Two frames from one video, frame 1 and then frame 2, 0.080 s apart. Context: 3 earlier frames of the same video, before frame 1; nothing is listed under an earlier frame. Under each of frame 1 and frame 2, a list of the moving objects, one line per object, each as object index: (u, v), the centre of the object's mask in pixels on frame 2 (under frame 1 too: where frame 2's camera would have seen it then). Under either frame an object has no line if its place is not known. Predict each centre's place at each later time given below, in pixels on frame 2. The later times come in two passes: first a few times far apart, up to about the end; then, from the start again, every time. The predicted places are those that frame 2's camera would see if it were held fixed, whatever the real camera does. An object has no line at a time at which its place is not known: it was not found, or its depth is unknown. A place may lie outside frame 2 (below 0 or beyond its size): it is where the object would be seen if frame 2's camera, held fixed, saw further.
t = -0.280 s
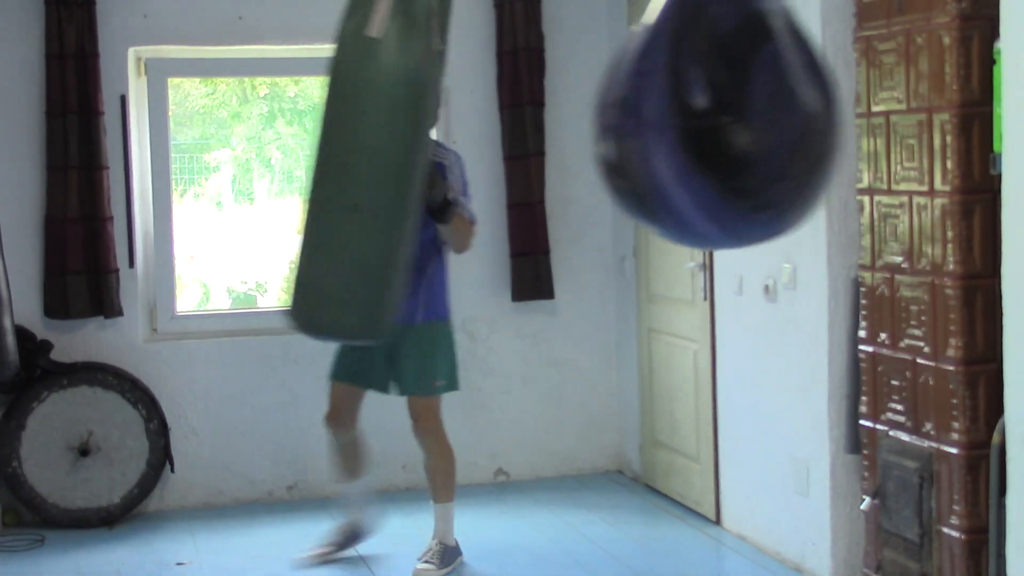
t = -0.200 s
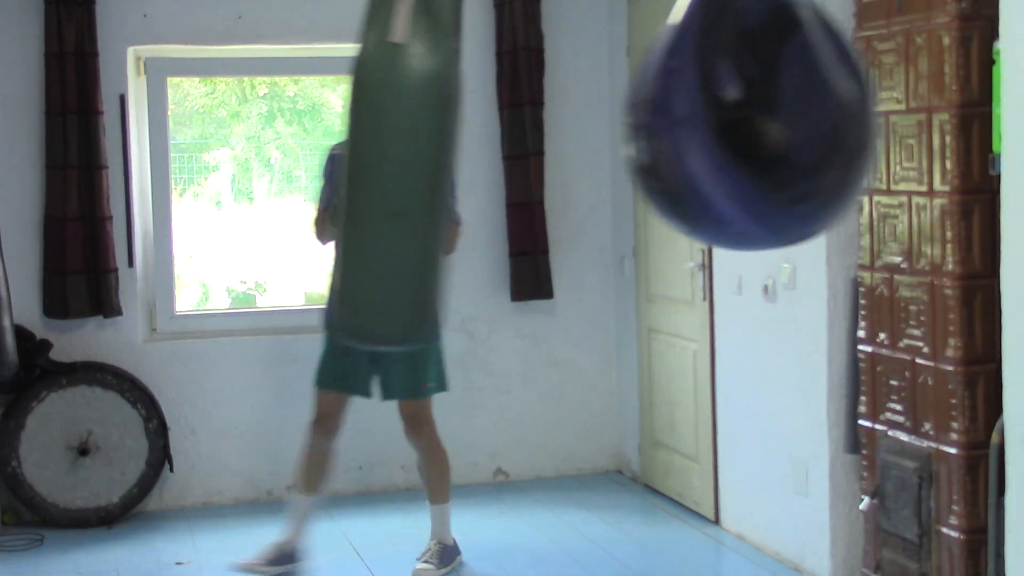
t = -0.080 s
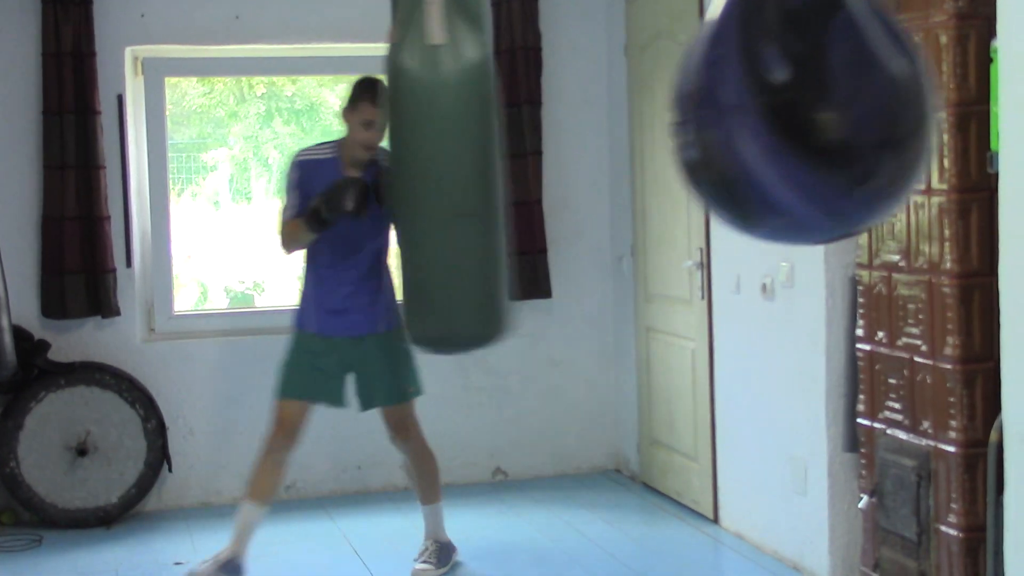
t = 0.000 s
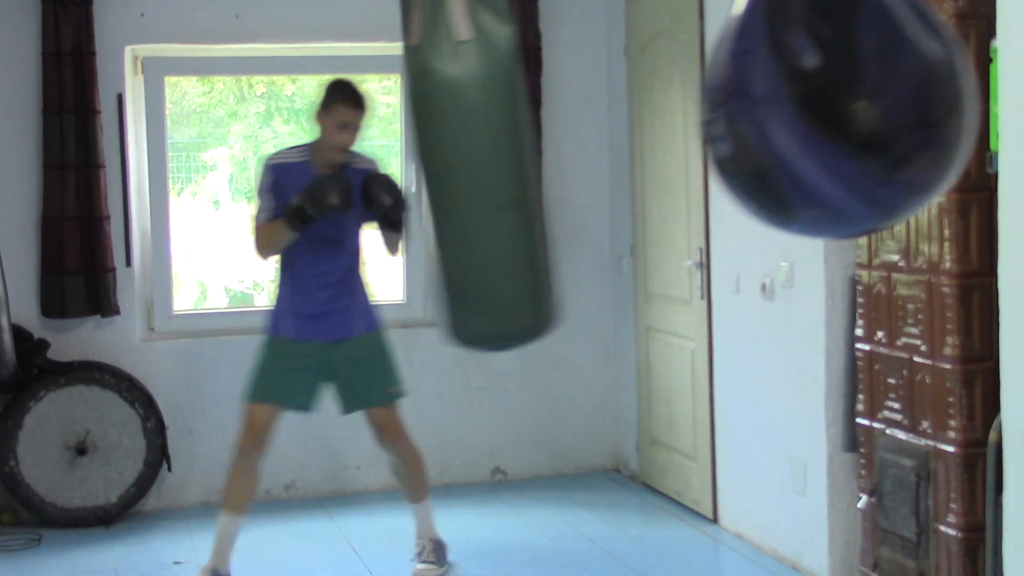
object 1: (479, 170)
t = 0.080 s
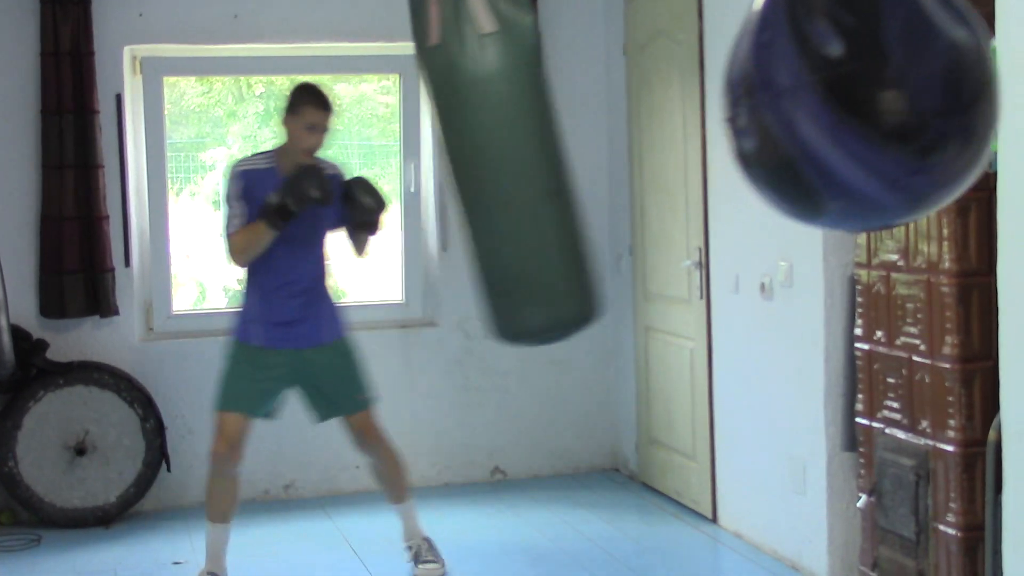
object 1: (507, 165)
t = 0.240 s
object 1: (553, 157)
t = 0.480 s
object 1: (582, 152)
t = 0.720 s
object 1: (540, 169)
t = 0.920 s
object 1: (465, 180)
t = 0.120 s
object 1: (519, 161)
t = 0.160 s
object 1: (531, 158)
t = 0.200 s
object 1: (542, 158)
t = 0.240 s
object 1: (553, 157)
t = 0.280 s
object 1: (562, 155)
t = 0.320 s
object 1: (569, 153)
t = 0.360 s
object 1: (575, 151)
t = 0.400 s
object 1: (579, 151)
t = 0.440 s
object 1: (581, 151)
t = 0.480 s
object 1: (582, 152)
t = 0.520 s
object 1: (580, 154)
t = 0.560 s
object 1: (576, 157)
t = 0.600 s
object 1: (570, 160)
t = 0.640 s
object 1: (561, 163)
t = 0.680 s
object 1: (552, 166)
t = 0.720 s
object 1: (540, 169)
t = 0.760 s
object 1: (528, 172)
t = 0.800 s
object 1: (513, 175)
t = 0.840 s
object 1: (498, 177)
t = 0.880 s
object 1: (482, 178)
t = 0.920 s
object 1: (465, 180)
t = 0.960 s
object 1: (449, 179)
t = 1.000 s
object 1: (430, 177)
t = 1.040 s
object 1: (414, 174)
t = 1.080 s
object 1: (398, 174)
